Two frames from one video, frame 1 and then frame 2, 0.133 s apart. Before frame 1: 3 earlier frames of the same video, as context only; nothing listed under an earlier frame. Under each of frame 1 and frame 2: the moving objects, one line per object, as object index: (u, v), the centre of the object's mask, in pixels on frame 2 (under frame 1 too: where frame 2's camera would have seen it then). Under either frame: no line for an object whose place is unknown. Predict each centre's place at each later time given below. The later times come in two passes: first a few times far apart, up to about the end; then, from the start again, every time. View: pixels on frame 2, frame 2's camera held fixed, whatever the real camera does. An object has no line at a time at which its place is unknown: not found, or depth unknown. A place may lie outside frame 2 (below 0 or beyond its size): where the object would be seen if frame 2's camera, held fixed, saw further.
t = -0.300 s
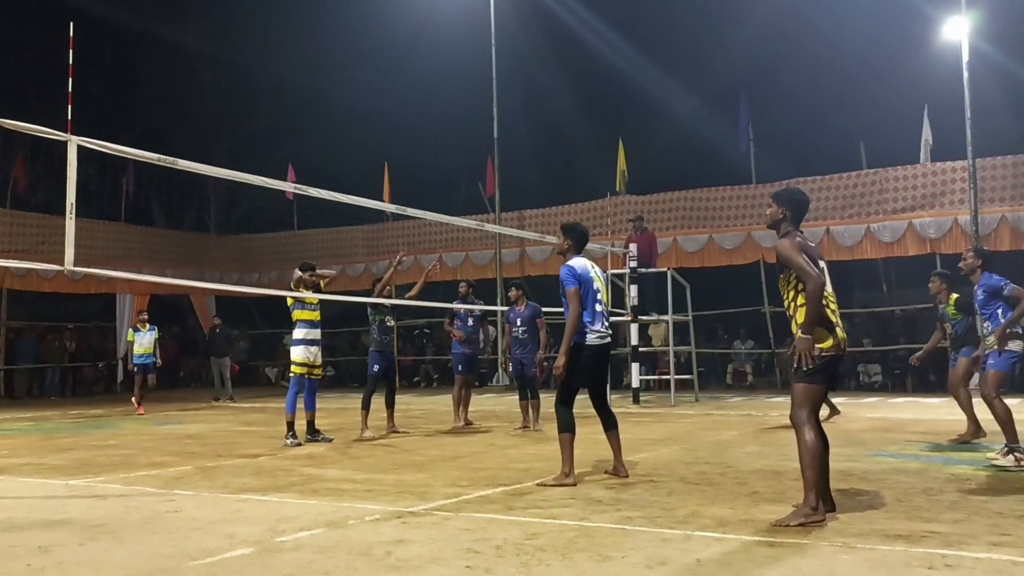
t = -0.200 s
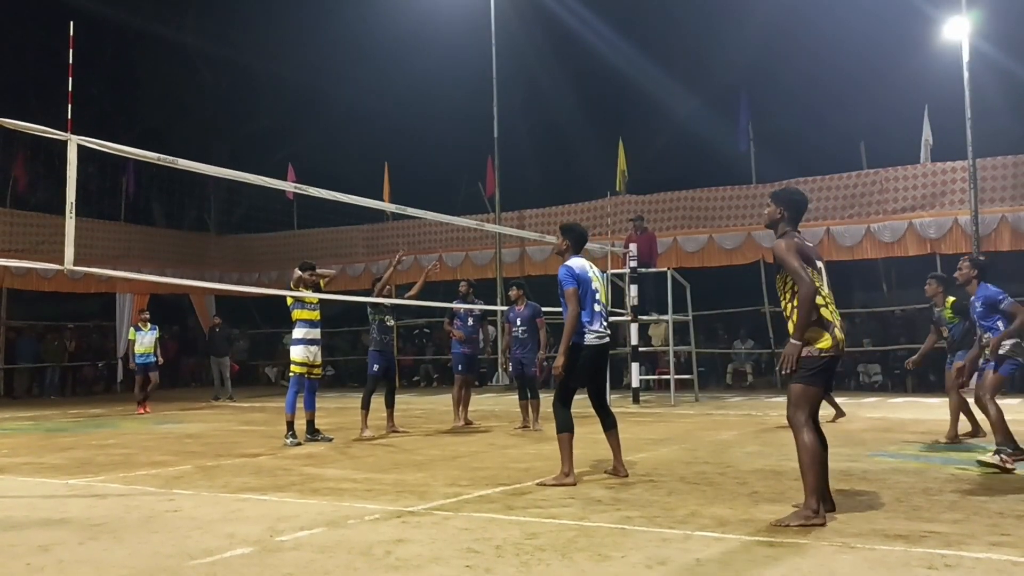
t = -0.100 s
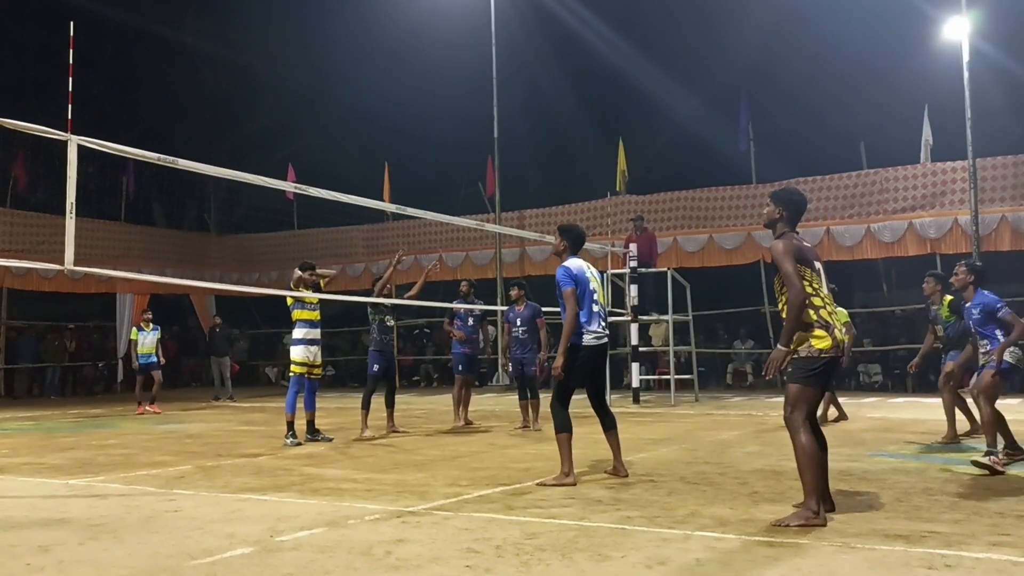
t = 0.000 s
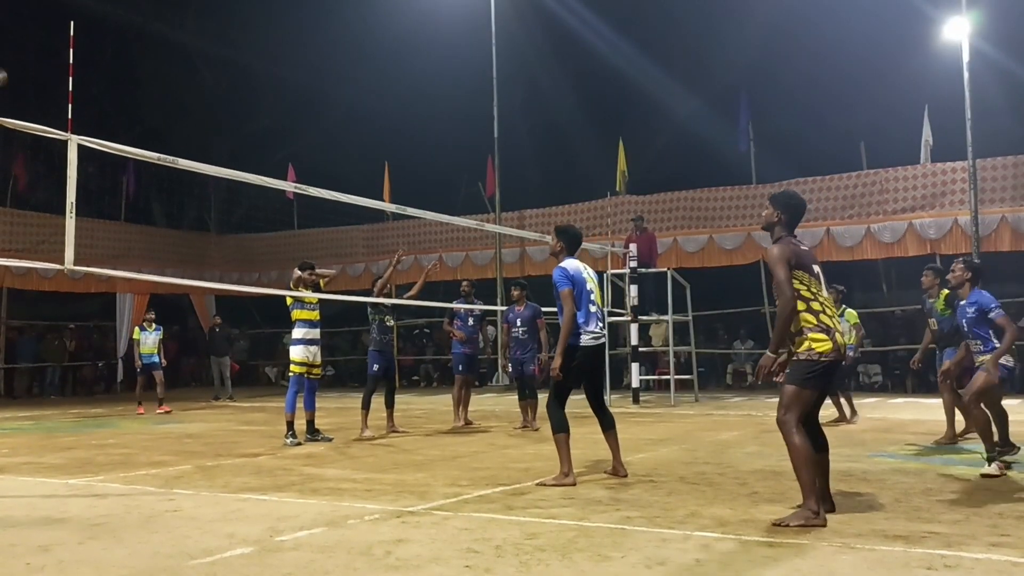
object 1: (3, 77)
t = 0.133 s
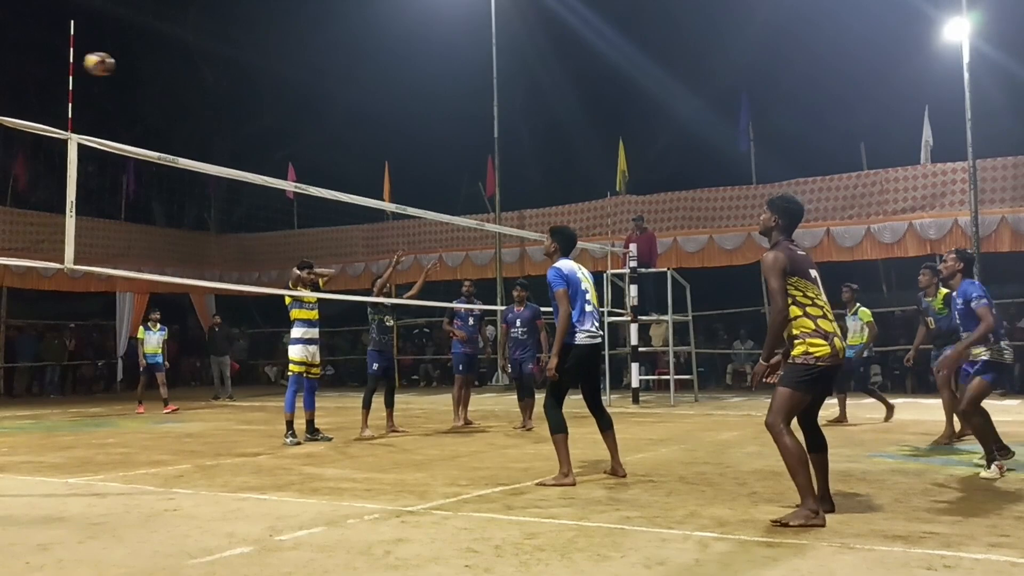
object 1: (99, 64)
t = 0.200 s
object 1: (156, 66)
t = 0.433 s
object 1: (380, 117)
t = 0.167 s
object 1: (127, 65)
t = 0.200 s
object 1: (156, 66)
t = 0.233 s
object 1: (186, 70)
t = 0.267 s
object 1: (216, 73)
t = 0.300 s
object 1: (247, 79)
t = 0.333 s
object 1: (279, 87)
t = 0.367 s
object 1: (312, 95)
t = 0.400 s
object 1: (346, 105)
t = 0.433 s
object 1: (380, 117)
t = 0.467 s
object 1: (414, 130)
